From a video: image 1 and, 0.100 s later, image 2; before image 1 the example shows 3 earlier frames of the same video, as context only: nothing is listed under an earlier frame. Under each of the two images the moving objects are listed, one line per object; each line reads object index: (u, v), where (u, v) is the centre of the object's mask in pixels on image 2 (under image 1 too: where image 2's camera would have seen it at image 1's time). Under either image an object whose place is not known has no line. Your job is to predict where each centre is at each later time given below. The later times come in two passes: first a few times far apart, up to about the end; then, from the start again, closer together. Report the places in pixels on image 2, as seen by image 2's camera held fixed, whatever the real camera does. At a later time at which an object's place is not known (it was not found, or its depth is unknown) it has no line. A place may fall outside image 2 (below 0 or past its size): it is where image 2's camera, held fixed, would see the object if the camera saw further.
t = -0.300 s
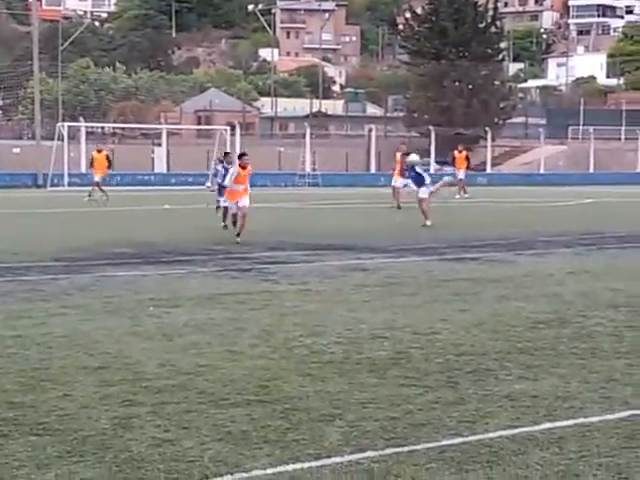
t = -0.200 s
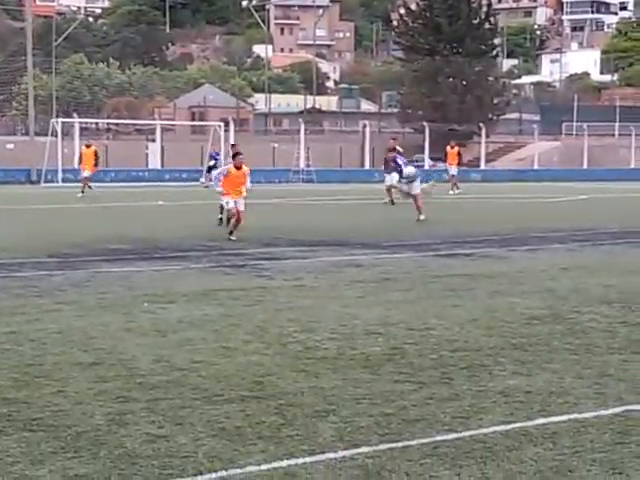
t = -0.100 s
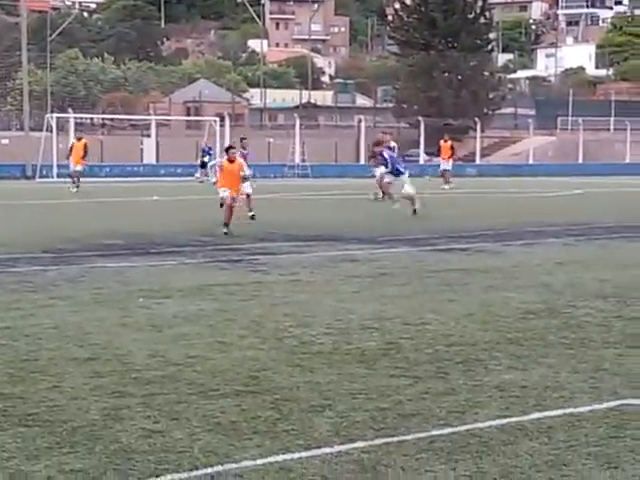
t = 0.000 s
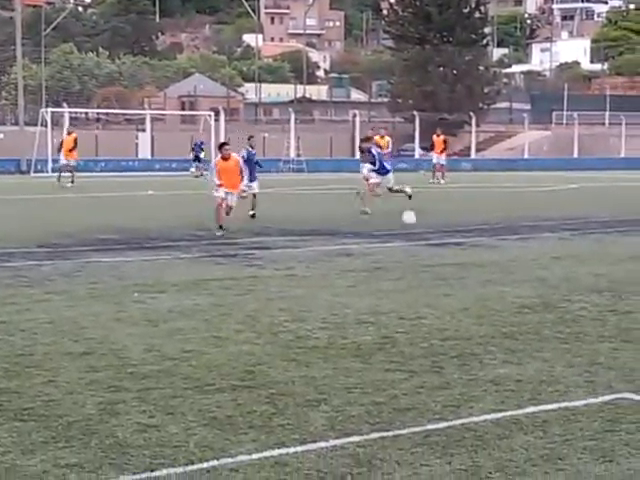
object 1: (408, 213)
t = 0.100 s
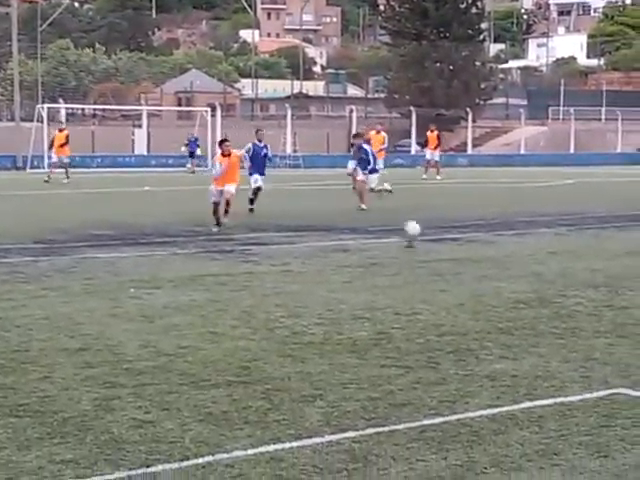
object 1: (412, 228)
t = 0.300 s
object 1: (419, 190)
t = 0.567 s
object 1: (432, 188)
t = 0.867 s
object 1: (456, 279)
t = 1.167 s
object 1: (475, 256)
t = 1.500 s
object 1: (505, 317)
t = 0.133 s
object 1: (412, 219)
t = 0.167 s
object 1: (414, 212)
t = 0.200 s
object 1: (417, 207)
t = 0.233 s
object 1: (418, 199)
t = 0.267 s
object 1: (418, 194)
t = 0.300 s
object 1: (419, 190)
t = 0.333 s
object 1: (419, 186)
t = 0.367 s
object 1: (420, 184)
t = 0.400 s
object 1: (422, 183)
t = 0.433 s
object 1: (425, 182)
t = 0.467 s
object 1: (426, 183)
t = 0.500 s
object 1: (428, 183)
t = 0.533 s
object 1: (429, 185)
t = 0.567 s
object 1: (432, 188)
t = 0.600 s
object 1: (434, 193)
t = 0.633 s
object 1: (436, 199)
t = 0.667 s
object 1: (438, 206)
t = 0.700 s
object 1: (441, 213)
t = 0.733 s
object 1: (444, 223)
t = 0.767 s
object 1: (447, 234)
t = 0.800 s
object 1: (450, 246)
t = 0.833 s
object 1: (454, 260)
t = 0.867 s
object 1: (456, 279)
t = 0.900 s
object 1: (458, 278)
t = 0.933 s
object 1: (460, 271)
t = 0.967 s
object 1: (462, 264)
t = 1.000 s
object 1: (464, 260)
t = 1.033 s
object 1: (466, 257)
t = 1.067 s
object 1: (468, 255)
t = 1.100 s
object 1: (470, 255)
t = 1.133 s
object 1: (472, 255)
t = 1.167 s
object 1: (475, 256)
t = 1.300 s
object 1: (486, 277)
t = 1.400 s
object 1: (495, 309)
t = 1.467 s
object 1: (502, 322)
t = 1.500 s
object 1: (505, 317)
